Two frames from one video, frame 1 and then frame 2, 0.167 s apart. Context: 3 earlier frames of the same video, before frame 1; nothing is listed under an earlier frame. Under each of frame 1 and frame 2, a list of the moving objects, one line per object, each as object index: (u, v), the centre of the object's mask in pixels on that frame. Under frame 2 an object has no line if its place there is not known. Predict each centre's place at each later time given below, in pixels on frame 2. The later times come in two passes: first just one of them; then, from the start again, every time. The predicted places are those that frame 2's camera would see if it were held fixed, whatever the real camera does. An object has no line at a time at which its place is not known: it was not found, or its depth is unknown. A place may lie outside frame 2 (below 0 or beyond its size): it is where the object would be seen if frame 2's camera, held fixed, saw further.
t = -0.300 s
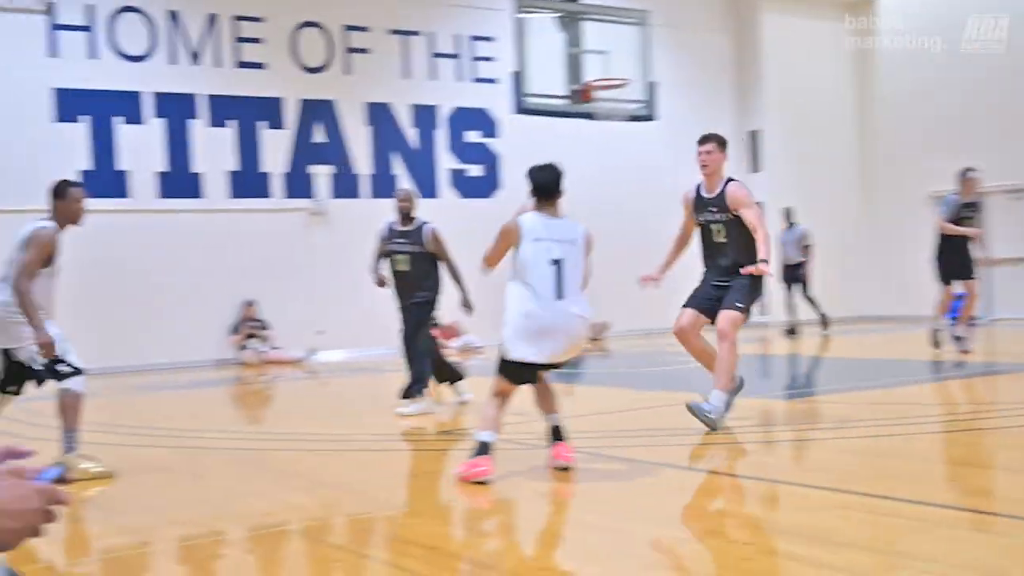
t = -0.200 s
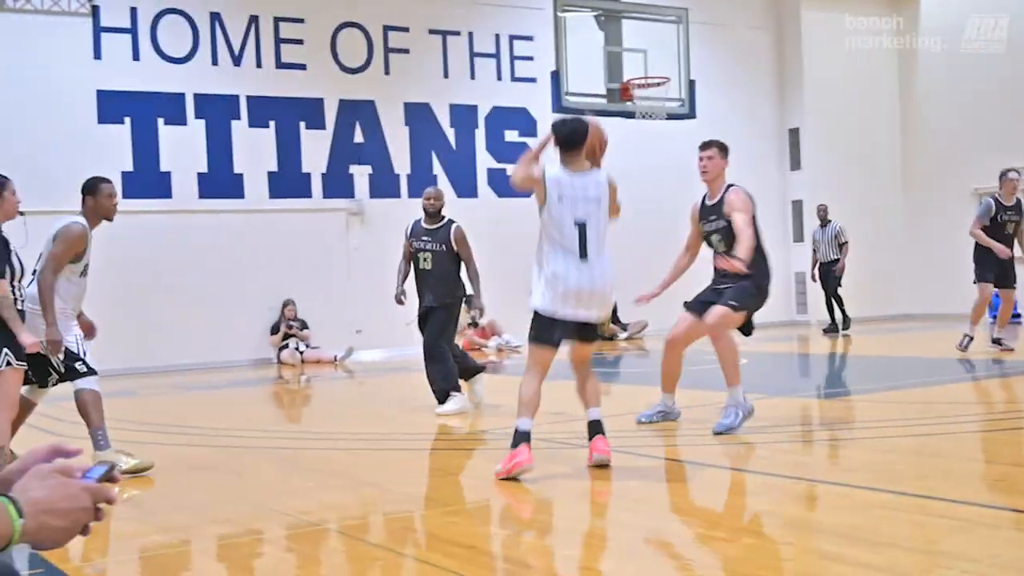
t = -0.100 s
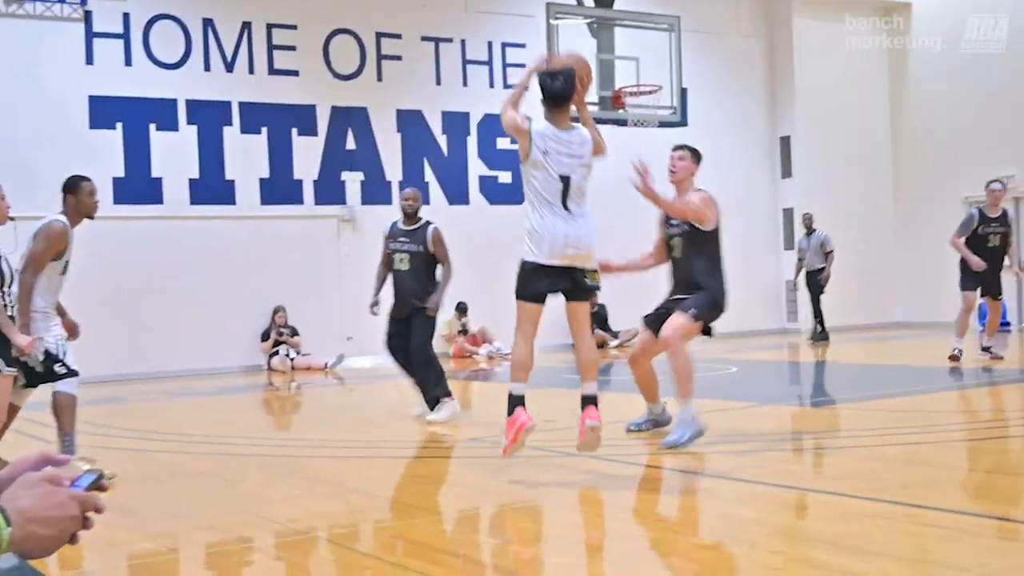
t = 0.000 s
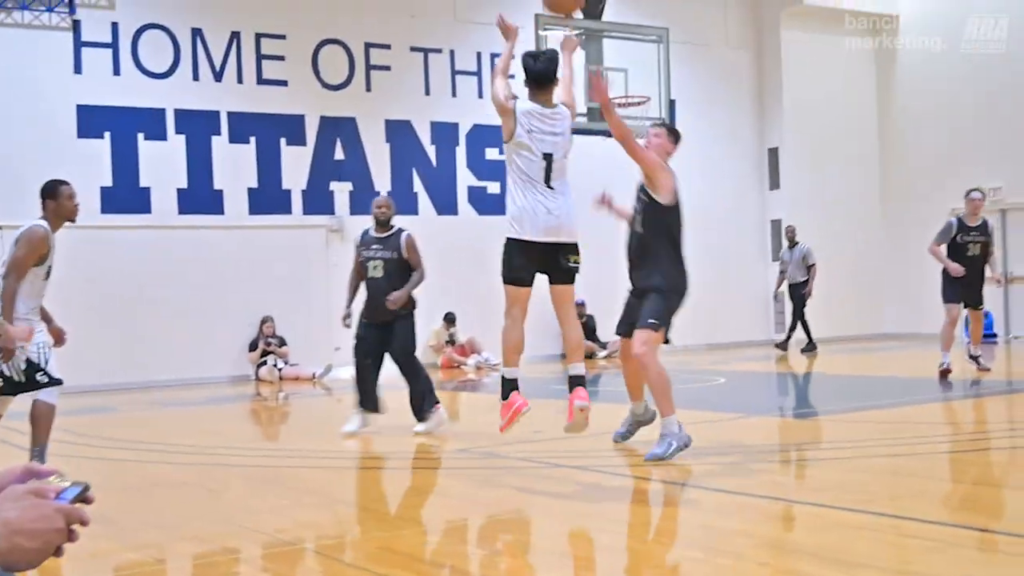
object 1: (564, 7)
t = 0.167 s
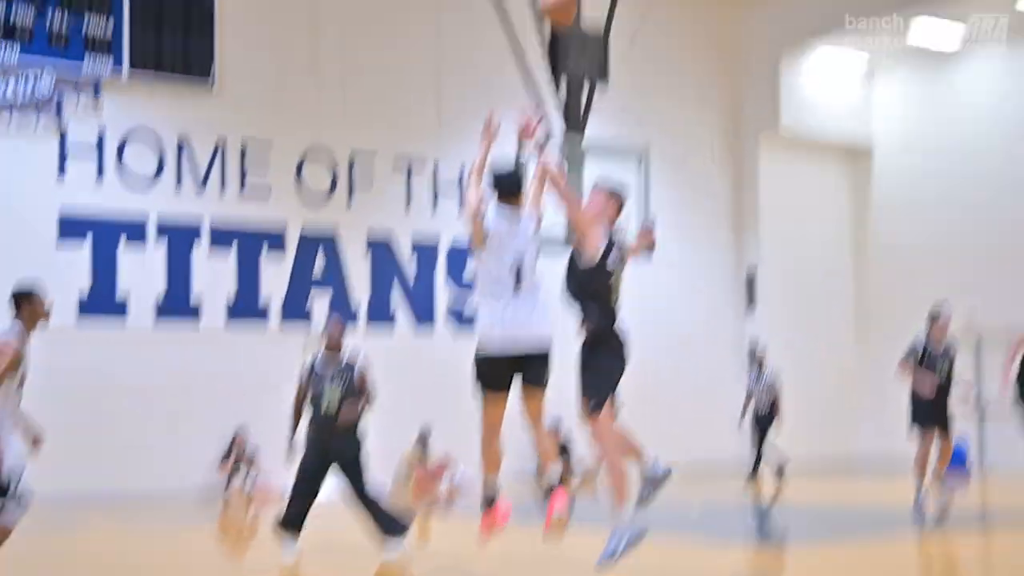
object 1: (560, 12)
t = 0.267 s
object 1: (566, -31)
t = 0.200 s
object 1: (562, -9)
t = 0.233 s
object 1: (565, -22)
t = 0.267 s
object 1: (566, -31)
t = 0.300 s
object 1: (568, -36)
